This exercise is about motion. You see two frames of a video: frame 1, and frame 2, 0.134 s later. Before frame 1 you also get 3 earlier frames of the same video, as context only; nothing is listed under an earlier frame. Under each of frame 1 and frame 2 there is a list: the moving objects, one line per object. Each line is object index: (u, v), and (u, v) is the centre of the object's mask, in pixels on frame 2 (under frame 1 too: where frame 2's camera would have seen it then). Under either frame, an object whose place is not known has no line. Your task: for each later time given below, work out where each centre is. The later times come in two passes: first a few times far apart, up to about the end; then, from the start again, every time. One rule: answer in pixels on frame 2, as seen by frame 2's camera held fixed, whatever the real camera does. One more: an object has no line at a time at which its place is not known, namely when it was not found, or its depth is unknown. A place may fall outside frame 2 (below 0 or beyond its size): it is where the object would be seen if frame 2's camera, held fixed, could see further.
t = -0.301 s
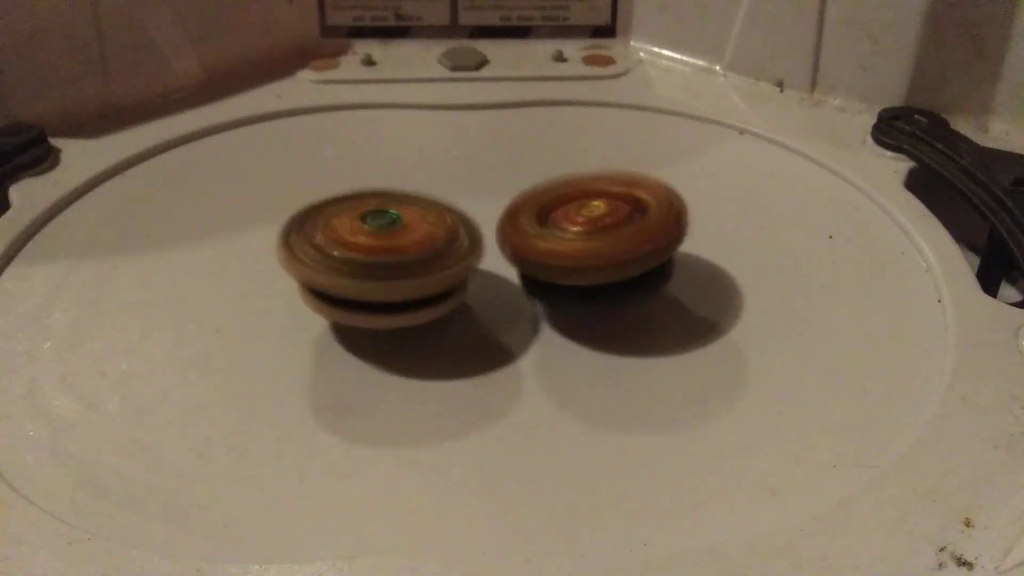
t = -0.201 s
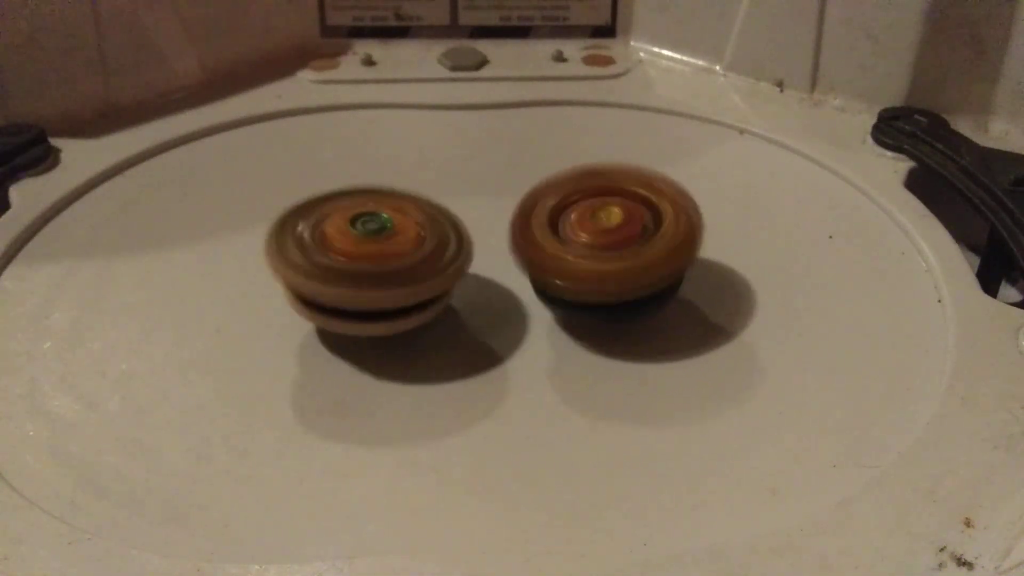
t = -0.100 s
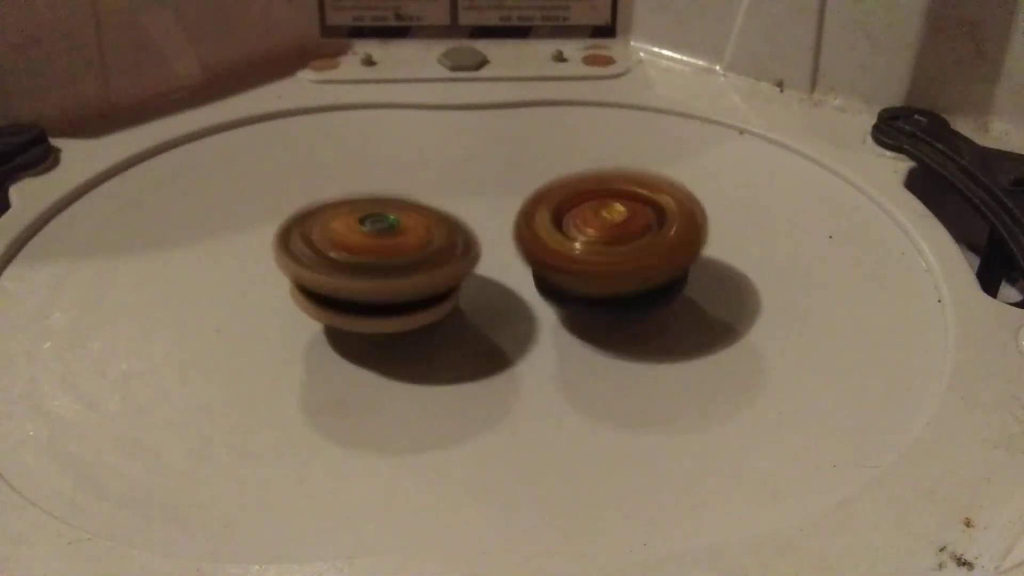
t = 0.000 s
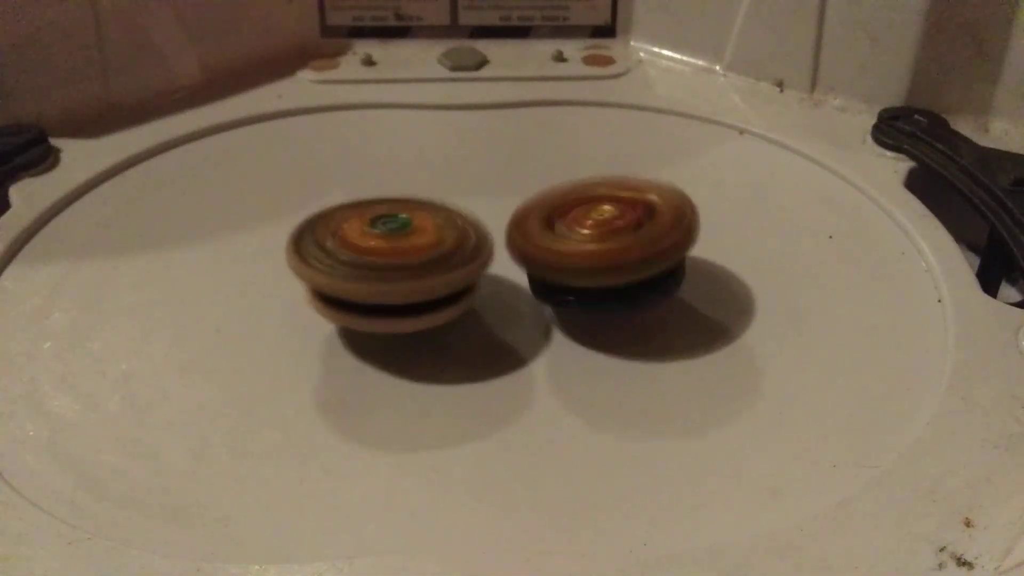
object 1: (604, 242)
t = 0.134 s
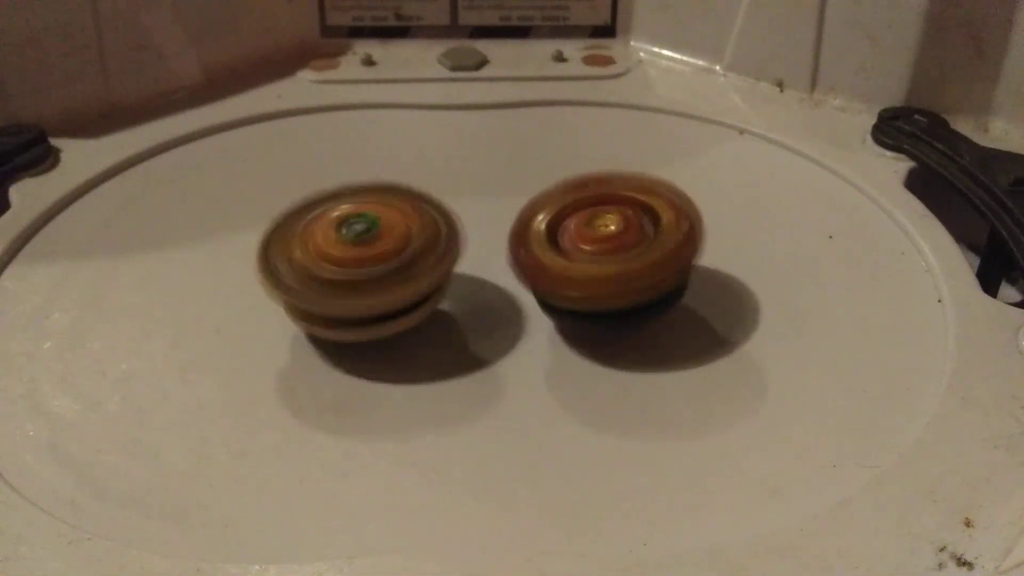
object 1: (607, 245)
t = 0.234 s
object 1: (610, 247)
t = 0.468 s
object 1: (575, 251)
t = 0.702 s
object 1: (589, 244)
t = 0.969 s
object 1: (606, 249)
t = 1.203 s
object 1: (595, 258)
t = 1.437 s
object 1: (594, 262)
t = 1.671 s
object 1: (575, 259)
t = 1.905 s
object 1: (602, 262)
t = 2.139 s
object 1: (585, 263)
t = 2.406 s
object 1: (569, 265)
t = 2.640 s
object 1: (563, 270)
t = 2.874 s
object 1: (574, 271)
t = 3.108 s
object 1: (570, 275)
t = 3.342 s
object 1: (578, 284)
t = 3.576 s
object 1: (566, 280)
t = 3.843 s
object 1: (568, 292)
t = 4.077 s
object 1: (579, 286)
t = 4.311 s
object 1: (594, 271)
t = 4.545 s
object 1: (612, 274)
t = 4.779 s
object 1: (612, 276)
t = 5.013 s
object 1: (621, 272)
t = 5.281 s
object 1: (568, 281)
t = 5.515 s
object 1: (568, 288)
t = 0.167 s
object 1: (608, 248)
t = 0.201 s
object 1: (611, 246)
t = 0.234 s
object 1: (610, 247)
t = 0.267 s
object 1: (606, 250)
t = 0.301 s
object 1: (604, 249)
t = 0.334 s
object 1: (602, 252)
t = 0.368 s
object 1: (594, 252)
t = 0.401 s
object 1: (588, 252)
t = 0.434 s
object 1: (583, 252)
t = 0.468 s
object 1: (575, 251)
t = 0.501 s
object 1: (570, 249)
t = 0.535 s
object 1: (570, 249)
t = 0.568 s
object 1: (570, 249)
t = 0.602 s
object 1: (569, 243)
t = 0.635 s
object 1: (579, 243)
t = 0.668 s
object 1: (588, 245)
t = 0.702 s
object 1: (589, 244)
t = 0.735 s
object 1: (588, 243)
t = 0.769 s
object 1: (593, 237)
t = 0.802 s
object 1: (602, 237)
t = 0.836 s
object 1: (607, 242)
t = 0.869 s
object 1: (605, 243)
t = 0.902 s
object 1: (605, 243)
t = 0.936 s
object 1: (606, 245)
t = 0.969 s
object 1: (606, 249)
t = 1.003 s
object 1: (598, 252)
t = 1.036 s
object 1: (591, 255)
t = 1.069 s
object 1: (594, 254)
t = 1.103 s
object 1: (597, 255)
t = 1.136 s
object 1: (589, 258)
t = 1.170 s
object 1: (590, 258)
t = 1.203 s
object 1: (595, 258)
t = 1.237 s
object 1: (597, 259)
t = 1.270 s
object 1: (597, 258)
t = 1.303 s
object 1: (602, 260)
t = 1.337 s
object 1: (602, 261)
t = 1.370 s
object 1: (598, 261)
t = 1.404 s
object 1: (596, 263)
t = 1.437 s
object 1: (594, 262)
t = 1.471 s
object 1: (591, 262)
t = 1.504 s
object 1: (581, 262)
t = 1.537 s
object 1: (575, 261)
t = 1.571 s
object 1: (576, 259)
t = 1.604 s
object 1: (585, 257)
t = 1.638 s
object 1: (583, 261)
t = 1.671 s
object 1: (575, 259)
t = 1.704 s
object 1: (582, 259)
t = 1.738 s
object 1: (589, 259)
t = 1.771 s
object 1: (594, 258)
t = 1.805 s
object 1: (597, 260)
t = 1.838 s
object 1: (599, 261)
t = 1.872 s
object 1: (601, 262)
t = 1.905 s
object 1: (602, 262)
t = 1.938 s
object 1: (600, 261)
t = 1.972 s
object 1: (597, 265)
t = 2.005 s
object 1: (595, 265)
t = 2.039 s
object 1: (589, 265)
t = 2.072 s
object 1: (586, 266)
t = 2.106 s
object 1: (581, 265)
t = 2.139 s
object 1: (585, 263)
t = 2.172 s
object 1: (584, 268)
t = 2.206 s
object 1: (579, 265)
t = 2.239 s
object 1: (581, 266)
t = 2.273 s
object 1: (582, 265)
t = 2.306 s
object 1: (581, 266)
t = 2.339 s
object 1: (576, 267)
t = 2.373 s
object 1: (571, 266)
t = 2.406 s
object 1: (569, 265)
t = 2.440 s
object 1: (568, 264)
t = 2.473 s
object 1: (565, 263)
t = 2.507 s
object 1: (565, 259)
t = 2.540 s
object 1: (574, 265)
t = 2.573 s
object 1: (571, 269)
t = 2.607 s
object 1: (565, 270)
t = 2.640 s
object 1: (563, 270)
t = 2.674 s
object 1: (565, 265)
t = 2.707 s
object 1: (572, 265)
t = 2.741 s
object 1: (577, 267)
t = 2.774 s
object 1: (573, 265)
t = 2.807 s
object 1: (568, 266)
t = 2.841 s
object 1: (574, 267)
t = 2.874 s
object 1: (574, 271)
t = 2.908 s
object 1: (572, 270)
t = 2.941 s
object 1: (571, 270)
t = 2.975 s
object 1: (576, 270)
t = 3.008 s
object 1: (580, 272)
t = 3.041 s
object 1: (577, 274)
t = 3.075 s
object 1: (568, 274)
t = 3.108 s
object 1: (570, 275)
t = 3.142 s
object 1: (575, 274)
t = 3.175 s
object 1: (577, 276)
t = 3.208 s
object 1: (575, 278)
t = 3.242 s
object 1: (571, 279)
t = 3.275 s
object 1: (575, 281)
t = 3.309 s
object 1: (579, 283)
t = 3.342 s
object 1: (578, 284)
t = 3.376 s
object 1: (577, 284)
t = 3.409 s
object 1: (579, 283)
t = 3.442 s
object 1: (578, 285)
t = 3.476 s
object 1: (578, 286)
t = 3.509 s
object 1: (573, 284)
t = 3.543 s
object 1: (568, 283)
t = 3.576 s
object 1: (566, 280)
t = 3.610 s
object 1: (565, 278)
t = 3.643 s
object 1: (570, 279)
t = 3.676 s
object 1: (571, 280)
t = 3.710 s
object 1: (565, 281)
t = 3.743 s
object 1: (567, 284)
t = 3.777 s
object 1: (569, 289)
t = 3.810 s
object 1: (569, 291)
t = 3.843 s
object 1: (568, 292)
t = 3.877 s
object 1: (567, 289)
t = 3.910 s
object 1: (568, 290)
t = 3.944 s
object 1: (568, 289)
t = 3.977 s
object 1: (574, 288)
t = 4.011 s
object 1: (576, 289)
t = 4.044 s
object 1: (579, 288)
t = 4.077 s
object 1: (579, 286)
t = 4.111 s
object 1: (579, 284)
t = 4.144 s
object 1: (576, 281)
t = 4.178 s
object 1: (579, 278)
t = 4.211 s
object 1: (581, 278)
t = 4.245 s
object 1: (587, 273)
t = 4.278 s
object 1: (592, 274)
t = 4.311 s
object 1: (594, 271)
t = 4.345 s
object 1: (595, 270)
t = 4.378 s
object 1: (595, 270)
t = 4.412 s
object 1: (596, 272)
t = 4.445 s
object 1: (591, 271)
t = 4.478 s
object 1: (598, 271)
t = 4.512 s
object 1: (608, 272)
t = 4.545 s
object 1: (612, 274)
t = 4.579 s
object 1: (616, 276)
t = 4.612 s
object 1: (616, 279)
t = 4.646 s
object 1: (613, 280)
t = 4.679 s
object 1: (611, 280)
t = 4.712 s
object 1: (610, 278)
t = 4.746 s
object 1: (611, 276)
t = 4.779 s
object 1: (612, 276)
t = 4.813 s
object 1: (611, 276)
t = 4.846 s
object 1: (611, 278)
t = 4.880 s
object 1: (611, 280)
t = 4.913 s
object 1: (621, 277)
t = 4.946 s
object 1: (624, 276)
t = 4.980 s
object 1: (624, 271)
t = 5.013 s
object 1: (621, 272)
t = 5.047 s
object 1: (615, 271)
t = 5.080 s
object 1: (609, 271)
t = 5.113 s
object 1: (600, 267)
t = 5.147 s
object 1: (591, 272)
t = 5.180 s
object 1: (583, 274)
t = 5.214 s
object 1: (577, 273)
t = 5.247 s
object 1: (571, 277)
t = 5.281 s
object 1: (568, 281)
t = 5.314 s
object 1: (567, 285)
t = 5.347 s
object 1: (567, 287)
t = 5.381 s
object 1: (568, 289)
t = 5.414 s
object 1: (568, 289)
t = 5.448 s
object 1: (568, 288)
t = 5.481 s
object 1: (568, 288)
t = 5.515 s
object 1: (568, 288)
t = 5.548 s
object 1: (568, 287)
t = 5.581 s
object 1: (568, 284)
